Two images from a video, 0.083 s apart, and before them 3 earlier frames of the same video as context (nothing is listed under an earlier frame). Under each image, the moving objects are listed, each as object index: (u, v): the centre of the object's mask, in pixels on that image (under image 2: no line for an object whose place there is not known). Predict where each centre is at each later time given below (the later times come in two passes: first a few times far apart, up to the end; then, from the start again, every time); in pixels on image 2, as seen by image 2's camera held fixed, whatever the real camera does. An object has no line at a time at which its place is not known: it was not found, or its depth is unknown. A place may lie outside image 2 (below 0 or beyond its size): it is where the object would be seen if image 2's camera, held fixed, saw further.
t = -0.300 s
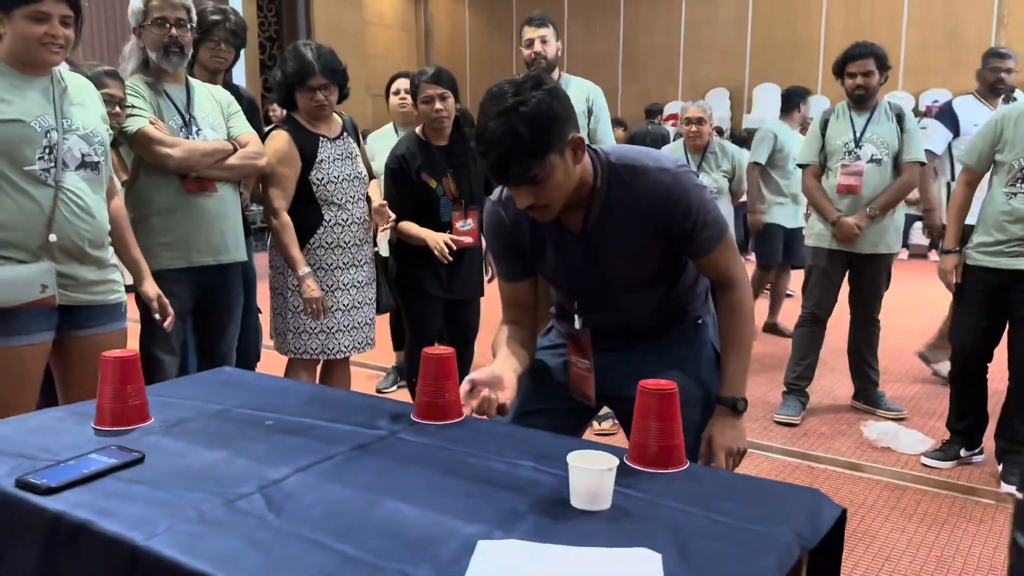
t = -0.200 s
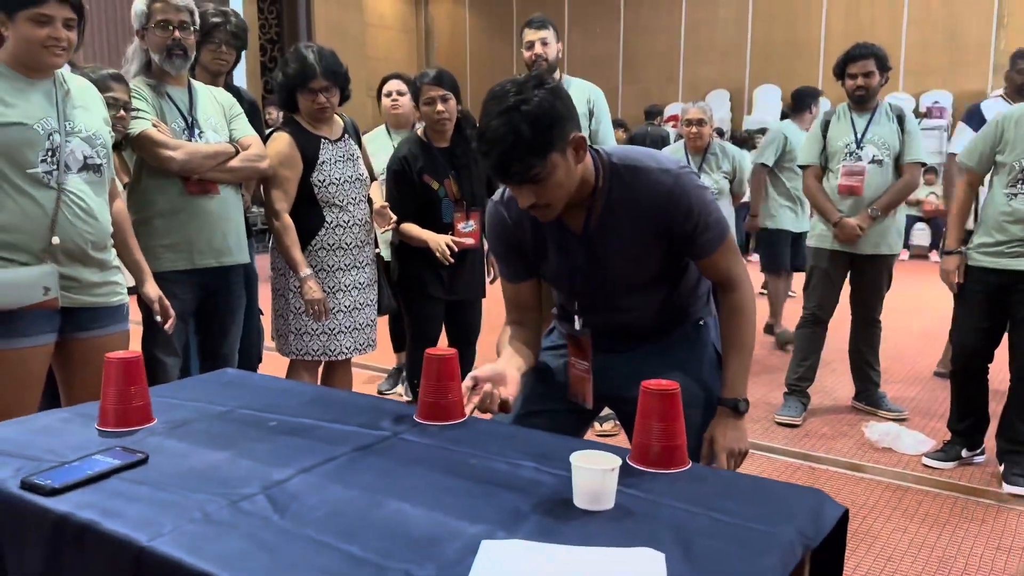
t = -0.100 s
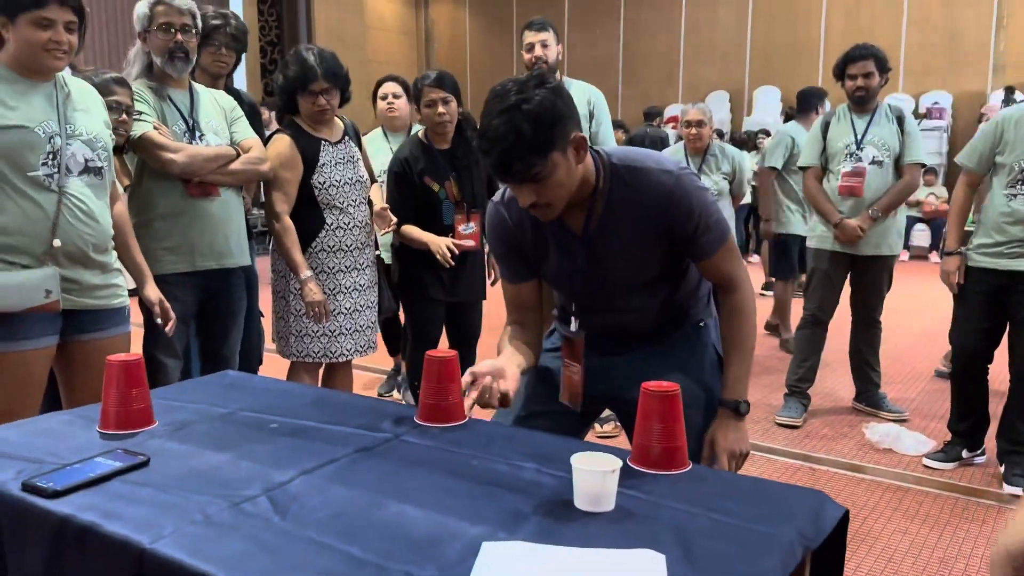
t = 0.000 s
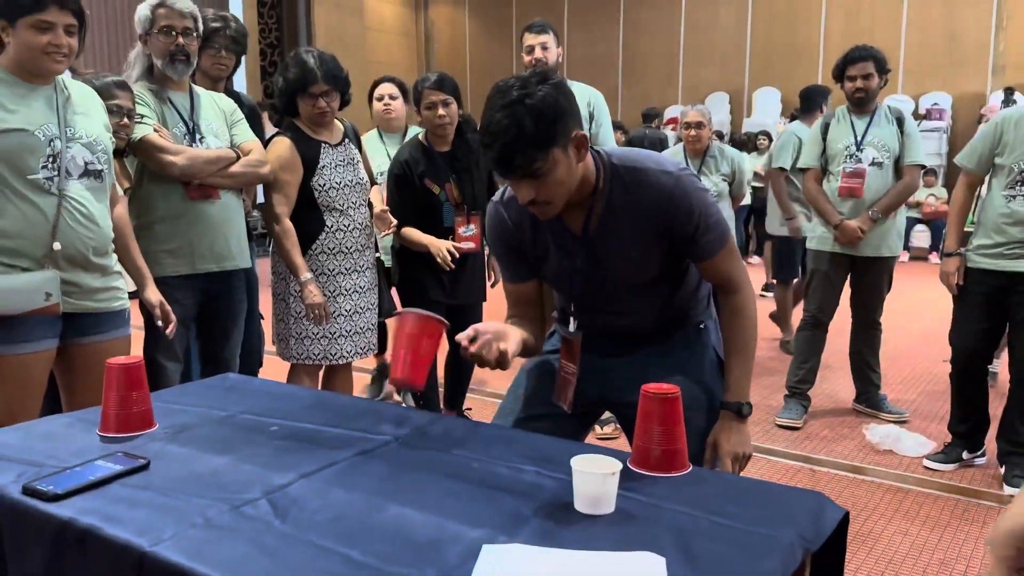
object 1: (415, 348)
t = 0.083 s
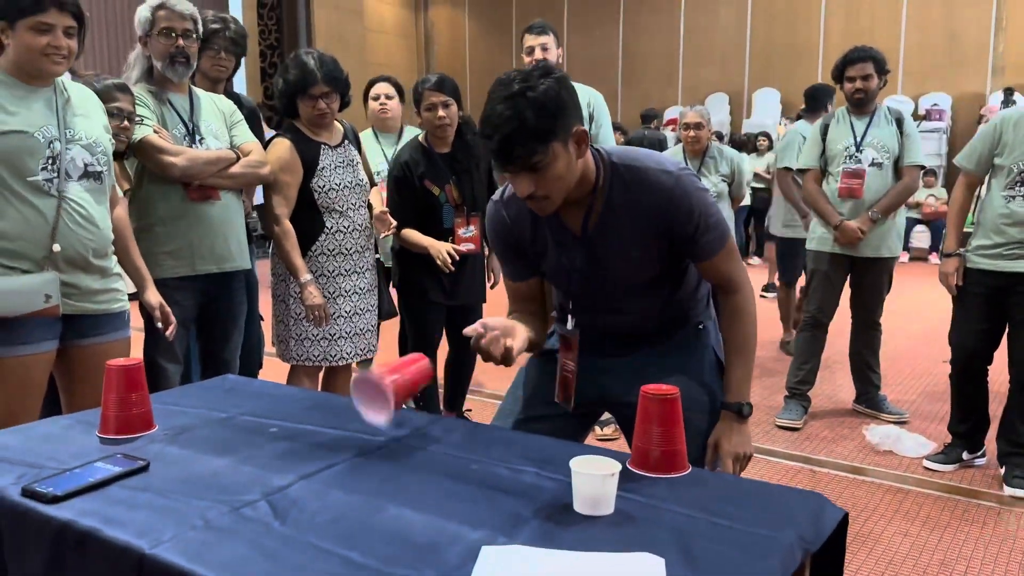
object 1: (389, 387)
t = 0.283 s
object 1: (327, 409)
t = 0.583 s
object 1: (308, 430)
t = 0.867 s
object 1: (300, 430)
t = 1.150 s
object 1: (301, 430)
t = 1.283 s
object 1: (300, 431)
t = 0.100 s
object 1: (387, 400)
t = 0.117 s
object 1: (383, 393)
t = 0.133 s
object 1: (375, 385)
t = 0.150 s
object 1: (371, 383)
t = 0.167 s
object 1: (362, 384)
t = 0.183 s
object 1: (358, 386)
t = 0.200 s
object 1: (349, 396)
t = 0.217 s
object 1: (345, 403)
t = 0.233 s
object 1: (338, 413)
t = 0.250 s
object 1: (335, 410)
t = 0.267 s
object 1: (330, 408)
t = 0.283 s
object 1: (327, 409)
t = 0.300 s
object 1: (320, 418)
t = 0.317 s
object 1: (317, 417)
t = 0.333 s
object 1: (311, 422)
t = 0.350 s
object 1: (309, 424)
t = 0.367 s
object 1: (307, 426)
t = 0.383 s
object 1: (306, 427)
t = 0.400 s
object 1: (306, 428)
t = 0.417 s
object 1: (306, 429)
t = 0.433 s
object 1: (307, 429)
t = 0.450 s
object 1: (307, 430)
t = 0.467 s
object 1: (308, 430)
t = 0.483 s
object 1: (308, 431)
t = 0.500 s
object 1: (309, 431)
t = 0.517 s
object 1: (309, 431)
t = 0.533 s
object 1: (308, 431)
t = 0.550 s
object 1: (308, 431)
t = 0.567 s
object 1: (308, 430)
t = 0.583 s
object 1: (308, 430)
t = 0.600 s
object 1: (307, 431)
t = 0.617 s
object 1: (306, 431)
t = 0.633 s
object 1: (307, 430)
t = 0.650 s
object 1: (308, 428)
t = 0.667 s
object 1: (311, 424)
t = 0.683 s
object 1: (312, 422)
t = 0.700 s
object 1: (314, 420)
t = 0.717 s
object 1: (315, 420)
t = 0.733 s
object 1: (314, 420)
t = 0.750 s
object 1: (314, 420)
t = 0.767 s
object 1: (312, 422)
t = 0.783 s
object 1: (310, 424)
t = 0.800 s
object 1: (306, 428)
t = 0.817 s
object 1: (304, 430)
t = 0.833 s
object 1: (301, 430)
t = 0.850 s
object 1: (300, 430)
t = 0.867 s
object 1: (300, 430)
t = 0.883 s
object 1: (301, 430)
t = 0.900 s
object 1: (301, 430)
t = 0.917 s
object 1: (301, 430)
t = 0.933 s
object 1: (301, 430)
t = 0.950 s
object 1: (301, 430)
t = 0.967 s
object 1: (301, 430)
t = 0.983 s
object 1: (301, 430)
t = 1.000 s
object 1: (301, 430)
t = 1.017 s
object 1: (301, 430)
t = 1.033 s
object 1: (301, 430)
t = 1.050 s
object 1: (301, 430)
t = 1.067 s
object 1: (301, 430)
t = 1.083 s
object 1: (301, 430)
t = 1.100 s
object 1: (301, 430)
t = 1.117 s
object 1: (301, 430)
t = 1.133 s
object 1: (301, 430)
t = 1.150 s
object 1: (301, 430)
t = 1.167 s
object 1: (301, 430)
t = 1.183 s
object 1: (301, 430)
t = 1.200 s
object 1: (301, 430)
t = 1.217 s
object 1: (301, 430)
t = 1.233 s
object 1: (300, 430)
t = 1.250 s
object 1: (300, 430)
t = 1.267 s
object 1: (300, 430)
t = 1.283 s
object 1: (300, 431)
